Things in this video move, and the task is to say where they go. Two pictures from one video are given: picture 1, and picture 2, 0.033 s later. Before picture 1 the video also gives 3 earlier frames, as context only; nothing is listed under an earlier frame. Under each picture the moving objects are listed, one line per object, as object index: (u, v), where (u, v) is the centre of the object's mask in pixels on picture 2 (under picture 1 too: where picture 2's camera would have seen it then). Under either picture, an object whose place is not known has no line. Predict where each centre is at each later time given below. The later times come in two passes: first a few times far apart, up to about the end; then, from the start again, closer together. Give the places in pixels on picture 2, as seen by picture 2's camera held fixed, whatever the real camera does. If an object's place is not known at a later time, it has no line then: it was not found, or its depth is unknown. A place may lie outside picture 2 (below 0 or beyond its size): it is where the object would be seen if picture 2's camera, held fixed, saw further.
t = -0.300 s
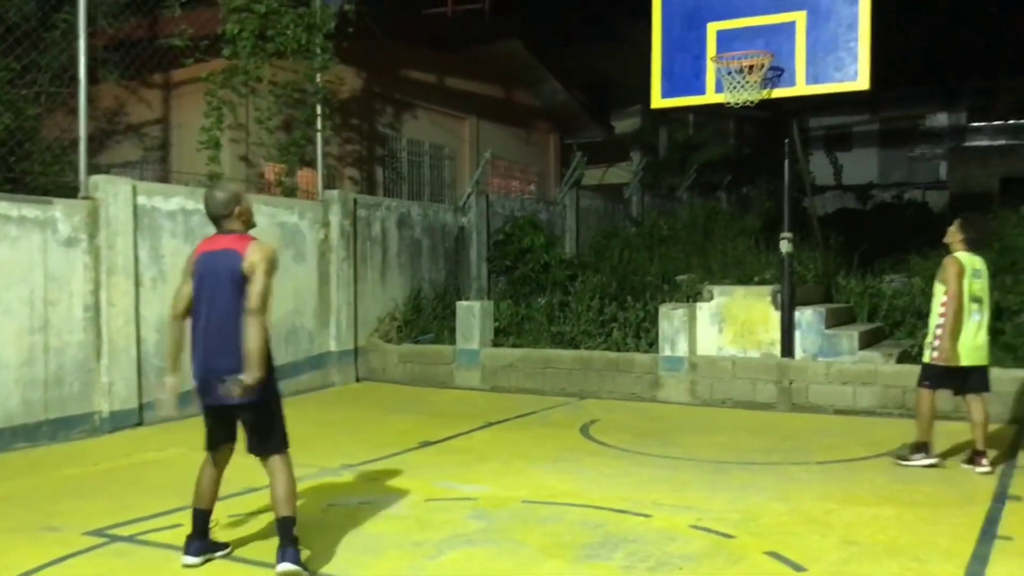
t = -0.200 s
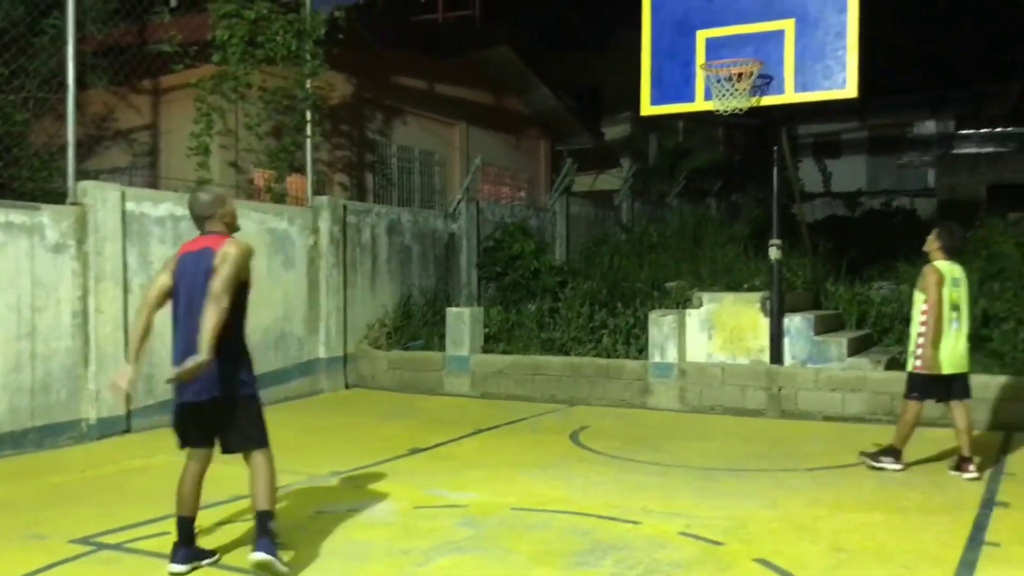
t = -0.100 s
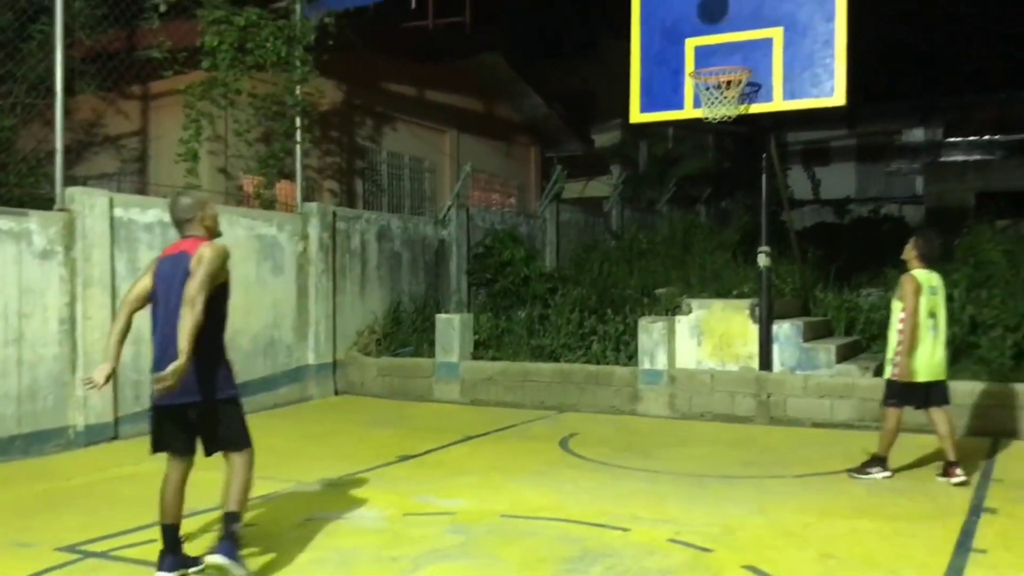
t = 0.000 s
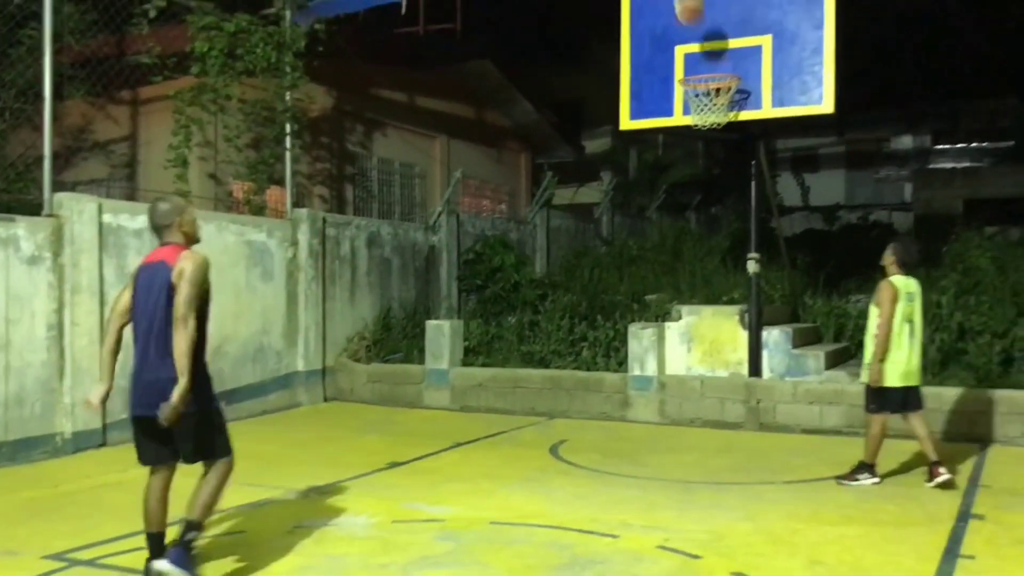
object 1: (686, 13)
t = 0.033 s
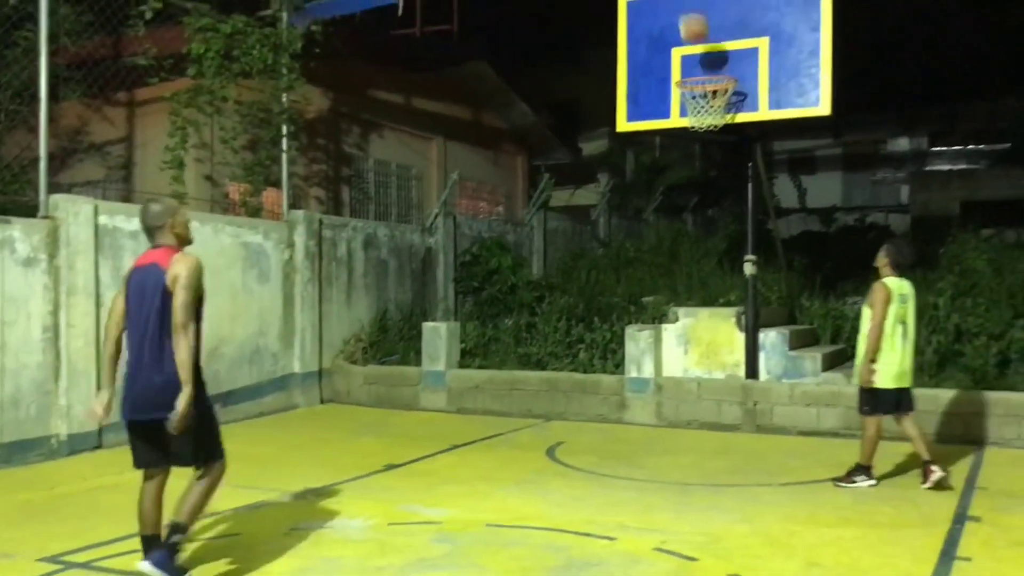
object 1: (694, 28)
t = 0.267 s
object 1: (691, 94)
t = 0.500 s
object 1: (709, 139)
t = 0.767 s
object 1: (720, 237)
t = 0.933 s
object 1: (728, 342)
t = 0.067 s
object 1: (702, 48)
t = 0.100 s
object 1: (710, 68)
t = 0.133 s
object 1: (713, 86)
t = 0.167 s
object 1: (699, 92)
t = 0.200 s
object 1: (693, 94)
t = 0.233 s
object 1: (692, 93)
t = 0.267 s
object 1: (691, 94)
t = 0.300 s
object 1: (693, 94)
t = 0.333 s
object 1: (709, 97)
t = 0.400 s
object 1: (703, 128)
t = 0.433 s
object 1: (706, 131)
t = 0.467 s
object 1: (707, 134)
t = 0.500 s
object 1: (709, 139)
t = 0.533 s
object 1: (709, 145)
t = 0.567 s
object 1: (712, 154)
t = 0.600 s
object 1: (714, 167)
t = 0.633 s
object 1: (715, 173)
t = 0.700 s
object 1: (718, 206)
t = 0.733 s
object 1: (719, 221)
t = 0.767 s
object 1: (720, 237)
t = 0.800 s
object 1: (721, 256)
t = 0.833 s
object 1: (723, 277)
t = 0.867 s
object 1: (724, 295)
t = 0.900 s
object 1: (727, 316)
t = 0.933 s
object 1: (728, 342)
